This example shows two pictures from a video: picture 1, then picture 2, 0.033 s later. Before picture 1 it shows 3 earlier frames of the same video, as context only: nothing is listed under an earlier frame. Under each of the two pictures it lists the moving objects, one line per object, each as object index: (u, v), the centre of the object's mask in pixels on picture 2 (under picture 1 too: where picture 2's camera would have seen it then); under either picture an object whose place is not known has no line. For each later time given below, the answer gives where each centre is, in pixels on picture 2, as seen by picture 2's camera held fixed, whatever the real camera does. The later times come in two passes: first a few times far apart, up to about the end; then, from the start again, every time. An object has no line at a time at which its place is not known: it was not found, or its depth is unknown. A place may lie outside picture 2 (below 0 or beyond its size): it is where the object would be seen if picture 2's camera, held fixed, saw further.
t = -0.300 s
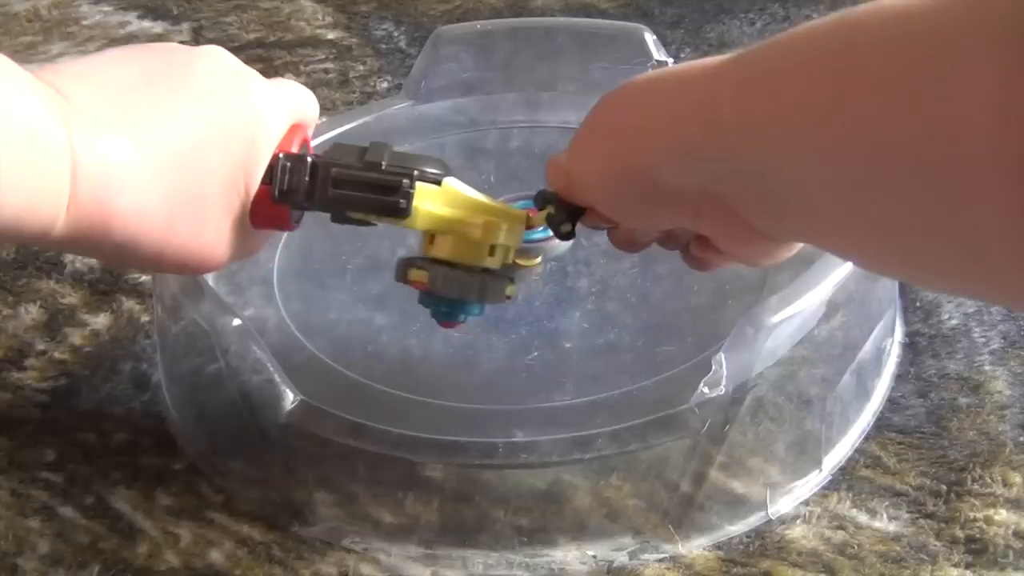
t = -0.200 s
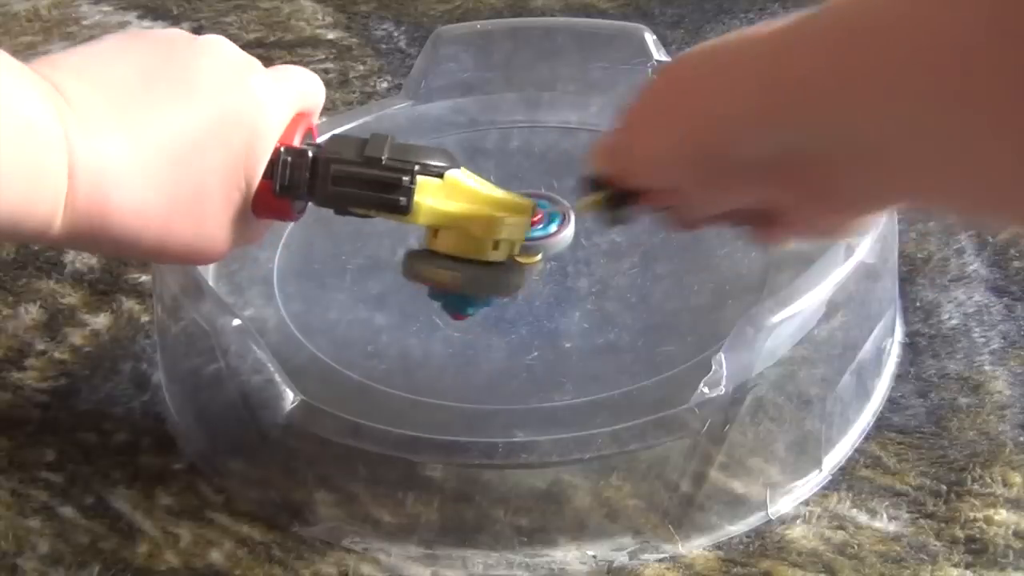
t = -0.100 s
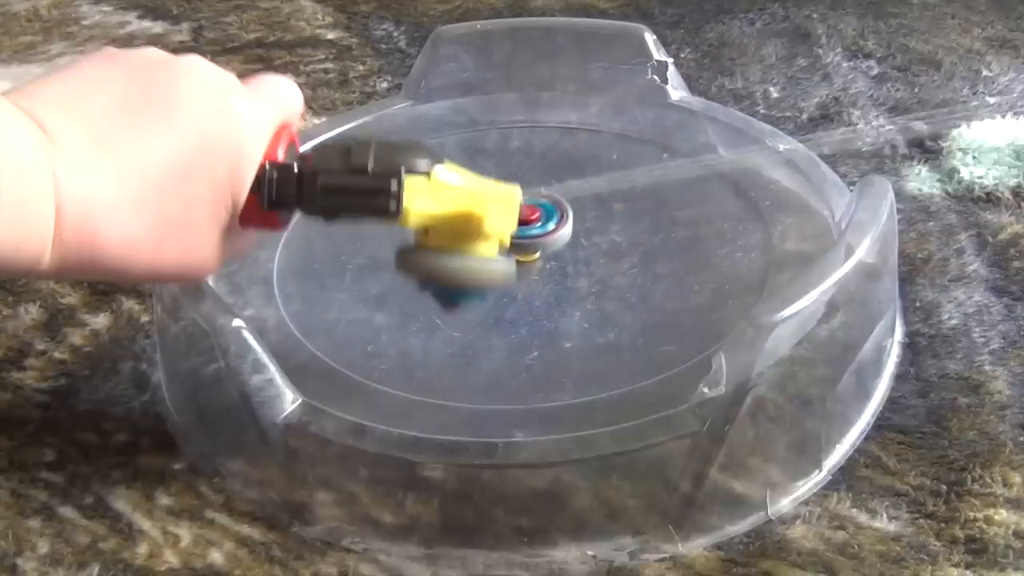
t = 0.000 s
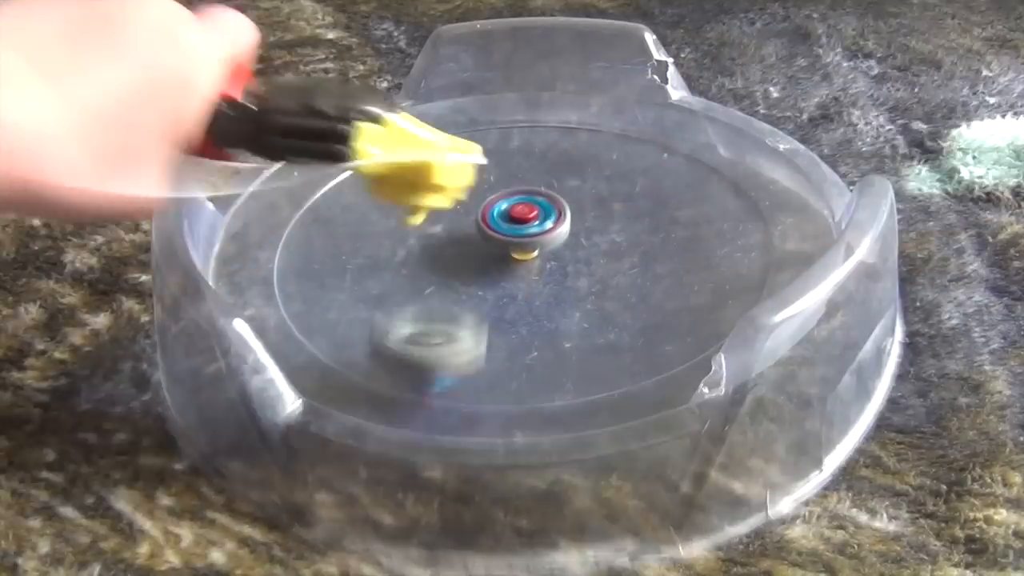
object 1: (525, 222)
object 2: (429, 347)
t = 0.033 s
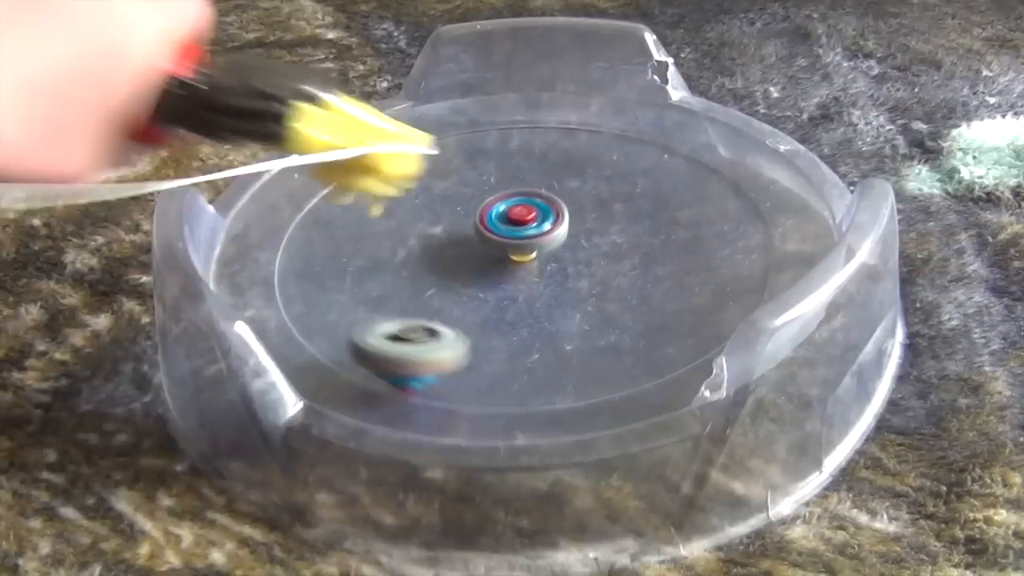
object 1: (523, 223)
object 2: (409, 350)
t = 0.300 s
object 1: (519, 228)
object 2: (303, 289)
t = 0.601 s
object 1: (531, 239)
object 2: (306, 233)
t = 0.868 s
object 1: (549, 241)
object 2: (367, 212)
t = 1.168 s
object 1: (587, 247)
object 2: (471, 199)
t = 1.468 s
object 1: (674, 236)
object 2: (354, 108)
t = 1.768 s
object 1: (639, 211)
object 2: (392, 130)
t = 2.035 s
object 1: (577, 229)
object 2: (502, 179)
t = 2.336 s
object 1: (623, 271)
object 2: (511, 104)
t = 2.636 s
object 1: (621, 262)
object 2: (549, 162)
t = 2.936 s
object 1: (572, 262)
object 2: (641, 207)
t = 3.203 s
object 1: (530, 271)
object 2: (718, 183)
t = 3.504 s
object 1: (506, 278)
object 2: (733, 175)
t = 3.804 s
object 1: (491, 279)
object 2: (742, 203)
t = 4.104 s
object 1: (477, 275)
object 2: (734, 243)
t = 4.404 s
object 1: (472, 268)
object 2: (714, 281)
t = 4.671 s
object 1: (473, 257)
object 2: (676, 309)
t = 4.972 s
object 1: (481, 248)
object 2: (607, 323)
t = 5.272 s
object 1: (494, 233)
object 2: (490, 311)
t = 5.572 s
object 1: (502, 223)
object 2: (398, 320)
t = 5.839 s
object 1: (510, 219)
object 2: (389, 325)
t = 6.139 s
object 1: (525, 217)
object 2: (451, 261)
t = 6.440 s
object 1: (680, 129)
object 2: (266, 262)
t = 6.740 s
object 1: (614, 179)
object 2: (383, 275)
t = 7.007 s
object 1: (655, 195)
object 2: (429, 206)
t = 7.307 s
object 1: (780, 182)
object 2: (259, 184)
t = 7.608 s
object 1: (600, 239)
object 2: (418, 233)
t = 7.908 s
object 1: (730, 262)
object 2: (255, 106)
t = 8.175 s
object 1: (574, 254)
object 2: (214, 119)
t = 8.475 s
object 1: (514, 283)
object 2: (214, 124)
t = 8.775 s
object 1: (489, 301)
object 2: (213, 125)
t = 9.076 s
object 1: (480, 301)
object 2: (215, 126)
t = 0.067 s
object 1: (521, 222)
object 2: (387, 344)
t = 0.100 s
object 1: (519, 223)
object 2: (366, 339)
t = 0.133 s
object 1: (518, 224)
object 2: (353, 330)
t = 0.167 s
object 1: (518, 224)
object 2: (342, 322)
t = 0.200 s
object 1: (518, 226)
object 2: (330, 313)
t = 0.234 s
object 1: (518, 226)
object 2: (319, 305)
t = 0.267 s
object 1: (518, 228)
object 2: (308, 297)
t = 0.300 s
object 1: (519, 228)
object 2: (303, 289)
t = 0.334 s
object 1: (519, 230)
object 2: (301, 282)
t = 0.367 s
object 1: (519, 232)
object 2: (300, 275)
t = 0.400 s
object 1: (521, 232)
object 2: (299, 268)
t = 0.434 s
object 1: (522, 234)
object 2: (300, 261)
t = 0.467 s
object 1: (524, 235)
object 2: (301, 255)
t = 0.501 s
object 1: (525, 236)
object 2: (302, 249)
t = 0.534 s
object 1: (527, 237)
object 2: (303, 243)
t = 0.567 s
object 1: (528, 239)
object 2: (304, 238)
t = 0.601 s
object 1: (531, 239)
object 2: (306, 233)
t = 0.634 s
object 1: (533, 240)
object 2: (310, 229)
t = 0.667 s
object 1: (535, 240)
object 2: (316, 225)
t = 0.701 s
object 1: (538, 241)
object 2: (321, 221)
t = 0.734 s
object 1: (540, 241)
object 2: (328, 218)
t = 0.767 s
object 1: (542, 241)
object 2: (335, 216)
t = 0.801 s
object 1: (545, 241)
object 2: (344, 214)
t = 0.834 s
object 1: (547, 241)
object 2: (354, 213)
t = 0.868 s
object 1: (549, 241)
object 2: (367, 212)
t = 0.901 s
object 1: (551, 241)
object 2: (378, 212)
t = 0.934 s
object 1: (553, 240)
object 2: (390, 212)
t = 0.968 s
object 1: (554, 240)
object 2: (405, 213)
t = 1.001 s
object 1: (556, 239)
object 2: (418, 214)
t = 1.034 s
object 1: (558, 239)
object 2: (434, 214)
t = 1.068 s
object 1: (559, 238)
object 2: (449, 214)
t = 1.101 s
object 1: (560, 238)
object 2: (464, 213)
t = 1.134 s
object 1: (561, 237)
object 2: (476, 211)
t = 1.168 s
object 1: (587, 247)
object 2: (471, 199)
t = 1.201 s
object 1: (611, 253)
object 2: (455, 180)
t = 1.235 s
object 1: (630, 256)
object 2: (438, 163)
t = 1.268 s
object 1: (644, 257)
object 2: (421, 147)
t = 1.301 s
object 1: (655, 255)
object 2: (405, 134)
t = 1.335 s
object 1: (663, 252)
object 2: (390, 123)
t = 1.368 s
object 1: (667, 248)
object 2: (378, 120)
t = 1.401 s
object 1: (671, 244)
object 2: (369, 116)
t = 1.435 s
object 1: (673, 240)
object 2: (361, 112)
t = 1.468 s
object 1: (674, 236)
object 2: (354, 108)
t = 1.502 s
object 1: (674, 232)
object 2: (351, 106)
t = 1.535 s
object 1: (673, 228)
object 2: (350, 108)
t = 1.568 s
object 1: (670, 224)
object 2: (350, 111)
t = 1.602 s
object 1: (667, 221)
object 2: (353, 114)
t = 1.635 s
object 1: (663, 218)
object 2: (358, 117)
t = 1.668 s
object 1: (659, 216)
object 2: (364, 120)
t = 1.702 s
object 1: (653, 214)
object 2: (371, 122)
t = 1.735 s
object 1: (647, 212)
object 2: (381, 126)
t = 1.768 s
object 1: (639, 211)
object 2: (392, 130)
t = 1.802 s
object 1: (630, 211)
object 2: (402, 137)
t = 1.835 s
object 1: (621, 211)
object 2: (416, 144)
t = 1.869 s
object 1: (612, 212)
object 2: (429, 149)
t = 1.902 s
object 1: (602, 214)
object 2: (444, 157)
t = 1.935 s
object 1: (593, 215)
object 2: (460, 164)
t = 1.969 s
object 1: (584, 218)
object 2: (475, 171)
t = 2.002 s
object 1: (575, 220)
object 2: (493, 177)
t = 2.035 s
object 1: (577, 229)
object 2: (502, 179)
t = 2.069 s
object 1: (590, 244)
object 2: (499, 168)
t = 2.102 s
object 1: (599, 256)
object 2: (499, 155)
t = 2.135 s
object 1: (605, 264)
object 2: (499, 145)
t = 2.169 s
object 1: (609, 270)
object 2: (500, 135)
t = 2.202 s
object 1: (612, 272)
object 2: (503, 124)
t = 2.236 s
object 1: (615, 273)
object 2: (506, 115)
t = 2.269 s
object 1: (618, 272)
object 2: (510, 107)
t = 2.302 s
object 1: (620, 271)
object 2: (512, 102)
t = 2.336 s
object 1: (623, 271)
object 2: (511, 104)
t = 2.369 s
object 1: (625, 270)
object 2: (506, 110)
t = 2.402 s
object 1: (626, 269)
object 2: (504, 116)
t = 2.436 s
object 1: (627, 268)
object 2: (506, 121)
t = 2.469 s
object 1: (627, 267)
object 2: (509, 128)
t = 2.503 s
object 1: (627, 266)
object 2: (515, 134)
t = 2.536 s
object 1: (627, 265)
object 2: (522, 141)
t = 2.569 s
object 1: (625, 264)
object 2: (530, 148)
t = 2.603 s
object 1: (623, 263)
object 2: (539, 154)
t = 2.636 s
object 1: (621, 262)
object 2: (549, 162)
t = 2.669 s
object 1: (617, 261)
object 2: (560, 167)
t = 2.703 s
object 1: (612, 261)
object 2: (570, 175)
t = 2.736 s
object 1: (607, 260)
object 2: (581, 181)
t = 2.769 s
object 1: (601, 260)
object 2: (591, 187)
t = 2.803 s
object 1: (595, 260)
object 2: (602, 192)
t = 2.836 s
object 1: (589, 261)
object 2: (612, 196)
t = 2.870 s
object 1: (583, 261)
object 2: (621, 201)
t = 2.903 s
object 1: (577, 262)
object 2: (631, 204)
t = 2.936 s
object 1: (572, 262)
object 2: (641, 207)
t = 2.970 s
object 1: (567, 263)
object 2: (652, 208)
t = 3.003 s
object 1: (561, 264)
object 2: (663, 207)
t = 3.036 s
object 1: (556, 265)
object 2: (675, 204)
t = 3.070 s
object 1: (550, 266)
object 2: (686, 200)
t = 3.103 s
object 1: (545, 268)
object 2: (697, 195)
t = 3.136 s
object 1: (540, 269)
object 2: (706, 191)
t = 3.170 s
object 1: (535, 270)
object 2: (712, 187)
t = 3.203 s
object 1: (530, 271)
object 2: (718, 183)
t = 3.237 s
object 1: (526, 272)
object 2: (723, 180)
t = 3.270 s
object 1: (523, 273)
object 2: (727, 177)
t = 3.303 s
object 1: (520, 274)
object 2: (729, 176)
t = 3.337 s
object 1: (517, 275)
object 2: (730, 174)
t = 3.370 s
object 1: (515, 275)
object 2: (731, 173)
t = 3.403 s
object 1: (513, 276)
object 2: (732, 172)
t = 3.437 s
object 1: (511, 277)
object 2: (733, 173)
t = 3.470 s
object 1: (508, 278)
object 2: (733, 174)
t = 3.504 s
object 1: (506, 278)
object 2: (733, 175)
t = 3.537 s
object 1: (504, 279)
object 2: (734, 176)
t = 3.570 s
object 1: (502, 279)
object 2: (735, 179)
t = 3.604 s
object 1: (500, 279)
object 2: (735, 181)
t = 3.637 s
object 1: (499, 279)
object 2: (737, 185)
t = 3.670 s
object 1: (498, 280)
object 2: (738, 188)
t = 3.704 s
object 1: (496, 280)
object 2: (738, 191)
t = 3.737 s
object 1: (495, 280)
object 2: (740, 195)
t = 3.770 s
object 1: (492, 279)
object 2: (741, 199)
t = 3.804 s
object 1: (491, 279)
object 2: (742, 203)
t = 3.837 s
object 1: (489, 279)
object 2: (742, 207)
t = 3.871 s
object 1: (488, 279)
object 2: (742, 212)
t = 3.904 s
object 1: (486, 278)
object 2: (742, 216)
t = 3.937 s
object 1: (484, 278)
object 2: (741, 221)
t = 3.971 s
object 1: (483, 277)
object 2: (740, 225)
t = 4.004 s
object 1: (481, 277)
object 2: (739, 230)
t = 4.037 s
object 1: (479, 276)
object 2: (737, 234)
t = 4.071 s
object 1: (478, 276)
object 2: (736, 239)
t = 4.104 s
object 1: (477, 275)
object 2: (734, 243)
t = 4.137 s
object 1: (477, 275)
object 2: (732, 247)
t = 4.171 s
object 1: (476, 274)
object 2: (731, 252)
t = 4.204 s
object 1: (475, 273)
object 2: (729, 256)
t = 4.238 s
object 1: (474, 273)
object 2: (727, 260)
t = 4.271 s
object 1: (473, 272)
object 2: (725, 264)
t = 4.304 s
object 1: (473, 271)
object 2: (722, 268)
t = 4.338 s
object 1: (472, 270)
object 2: (720, 273)
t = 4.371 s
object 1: (472, 269)
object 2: (717, 277)
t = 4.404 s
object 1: (472, 268)
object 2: (714, 281)
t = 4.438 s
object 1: (472, 267)
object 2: (711, 285)
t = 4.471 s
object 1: (472, 266)
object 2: (707, 289)
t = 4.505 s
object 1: (472, 265)
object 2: (703, 293)
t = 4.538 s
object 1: (472, 263)
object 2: (699, 296)
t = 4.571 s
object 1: (472, 261)
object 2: (693, 300)
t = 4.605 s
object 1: (472, 260)
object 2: (688, 303)
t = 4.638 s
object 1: (472, 258)
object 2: (682, 306)
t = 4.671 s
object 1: (473, 257)
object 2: (676, 309)
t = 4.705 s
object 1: (473, 256)
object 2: (669, 312)
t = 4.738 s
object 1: (474, 255)
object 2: (662, 315)
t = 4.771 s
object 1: (475, 254)
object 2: (654, 317)
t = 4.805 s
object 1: (476, 253)
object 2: (647, 320)
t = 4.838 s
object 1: (477, 252)
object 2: (639, 322)
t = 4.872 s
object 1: (478, 251)
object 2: (631, 323)
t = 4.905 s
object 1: (479, 250)
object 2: (623, 324)
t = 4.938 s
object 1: (480, 249)
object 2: (615, 324)
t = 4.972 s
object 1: (481, 248)
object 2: (607, 323)
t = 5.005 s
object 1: (483, 246)
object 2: (600, 321)
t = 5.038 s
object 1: (484, 245)
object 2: (592, 320)
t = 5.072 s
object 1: (486, 243)
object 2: (582, 318)
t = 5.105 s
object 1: (487, 241)
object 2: (569, 316)
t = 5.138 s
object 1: (488, 240)
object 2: (555, 314)
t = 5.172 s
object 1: (490, 238)
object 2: (538, 313)
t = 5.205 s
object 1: (491, 236)
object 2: (522, 312)
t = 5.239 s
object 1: (492, 234)
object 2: (505, 311)
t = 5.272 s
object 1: (494, 233)
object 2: (490, 311)
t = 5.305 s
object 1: (495, 231)
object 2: (475, 311)
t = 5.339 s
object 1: (496, 230)
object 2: (461, 311)
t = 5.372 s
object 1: (497, 228)
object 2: (448, 311)
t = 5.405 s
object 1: (498, 227)
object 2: (437, 312)
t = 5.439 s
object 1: (499, 226)
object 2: (427, 313)
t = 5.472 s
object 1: (500, 225)
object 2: (418, 314)
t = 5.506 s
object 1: (500, 224)
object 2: (410, 316)
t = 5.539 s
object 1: (501, 223)
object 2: (404, 317)
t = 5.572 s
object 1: (502, 223)
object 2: (398, 320)
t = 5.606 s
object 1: (503, 222)
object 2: (395, 322)
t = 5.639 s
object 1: (504, 221)
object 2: (391, 324)
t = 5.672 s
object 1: (505, 221)
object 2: (388, 326)
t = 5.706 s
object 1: (506, 220)
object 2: (384, 327)
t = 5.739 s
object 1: (507, 220)
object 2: (381, 328)
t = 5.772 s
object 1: (507, 219)
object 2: (381, 328)
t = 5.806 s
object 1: (508, 219)
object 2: (384, 327)
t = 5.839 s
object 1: (510, 219)
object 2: (389, 325)
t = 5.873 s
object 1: (511, 218)
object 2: (397, 322)
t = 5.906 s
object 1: (513, 218)
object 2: (406, 319)
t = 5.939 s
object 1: (515, 218)
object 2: (418, 315)
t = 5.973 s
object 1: (516, 218)
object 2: (430, 310)
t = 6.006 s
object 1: (518, 217)
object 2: (439, 302)
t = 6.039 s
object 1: (521, 217)
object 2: (446, 293)
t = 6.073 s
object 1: (522, 217)
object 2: (451, 283)
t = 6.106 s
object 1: (524, 217)
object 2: (452, 272)
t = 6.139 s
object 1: (525, 217)
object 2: (451, 261)
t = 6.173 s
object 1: (529, 217)
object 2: (447, 252)
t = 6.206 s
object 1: (578, 197)
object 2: (389, 252)
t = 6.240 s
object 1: (618, 179)
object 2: (340, 251)
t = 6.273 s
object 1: (646, 163)
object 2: (300, 250)
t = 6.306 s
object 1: (670, 146)
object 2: (278, 249)
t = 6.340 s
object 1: (683, 135)
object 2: (267, 255)
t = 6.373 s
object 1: (687, 129)
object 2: (255, 259)
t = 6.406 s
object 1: (685, 127)
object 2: (260, 261)
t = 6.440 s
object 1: (680, 129)
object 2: (266, 262)
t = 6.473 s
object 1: (673, 135)
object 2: (272, 261)
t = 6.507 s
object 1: (666, 139)
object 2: (276, 261)
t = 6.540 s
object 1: (660, 145)
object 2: (281, 261)
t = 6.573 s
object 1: (652, 151)
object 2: (290, 264)
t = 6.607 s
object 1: (645, 156)
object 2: (307, 270)
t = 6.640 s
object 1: (637, 162)
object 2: (326, 271)
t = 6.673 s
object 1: (630, 168)
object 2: (342, 273)
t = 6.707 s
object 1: (622, 174)
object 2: (362, 272)
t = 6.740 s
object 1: (614, 179)
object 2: (383, 275)
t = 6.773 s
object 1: (606, 183)
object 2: (406, 272)
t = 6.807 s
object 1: (600, 188)
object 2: (427, 267)
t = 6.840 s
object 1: (596, 191)
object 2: (447, 259)
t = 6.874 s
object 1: (591, 195)
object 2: (463, 250)
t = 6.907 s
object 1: (589, 198)
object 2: (477, 240)
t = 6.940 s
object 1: (588, 199)
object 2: (488, 230)
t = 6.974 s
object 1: (590, 201)
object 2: (491, 221)
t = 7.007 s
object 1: (655, 195)
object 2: (429, 206)
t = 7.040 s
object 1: (713, 181)
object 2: (381, 192)
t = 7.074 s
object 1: (753, 168)
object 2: (336, 179)
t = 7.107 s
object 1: (794, 159)
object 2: (302, 174)
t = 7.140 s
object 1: (815, 154)
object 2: (280, 176)
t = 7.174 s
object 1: (820, 155)
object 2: (265, 179)
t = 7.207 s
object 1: (818, 159)
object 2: (252, 180)
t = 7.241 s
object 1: (810, 167)
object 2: (247, 181)
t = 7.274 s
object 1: (795, 176)
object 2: (252, 182)
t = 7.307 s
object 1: (780, 182)
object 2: (259, 184)
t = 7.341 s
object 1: (763, 191)
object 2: (269, 186)
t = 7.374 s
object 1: (742, 202)
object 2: (280, 191)
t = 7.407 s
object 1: (724, 209)
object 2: (296, 198)
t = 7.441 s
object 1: (702, 214)
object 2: (312, 207)
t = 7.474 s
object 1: (680, 222)
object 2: (328, 213)
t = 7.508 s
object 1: (658, 227)
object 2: (350, 219)
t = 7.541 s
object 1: (637, 231)
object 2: (368, 226)
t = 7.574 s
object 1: (618, 236)
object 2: (394, 231)
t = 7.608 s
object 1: (600, 239)
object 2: (418, 233)
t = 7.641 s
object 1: (585, 242)
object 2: (443, 233)
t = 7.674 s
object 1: (573, 245)
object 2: (467, 233)
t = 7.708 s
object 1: (642, 263)
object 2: (436, 204)
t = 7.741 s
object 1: (733, 272)
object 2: (384, 157)
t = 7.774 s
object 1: (777, 253)
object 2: (344, 116)
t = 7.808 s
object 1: (770, 228)
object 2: (315, 89)
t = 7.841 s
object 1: (757, 218)
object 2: (291, 80)
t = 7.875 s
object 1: (744, 229)
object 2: (273, 86)
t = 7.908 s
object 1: (730, 262)
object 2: (255, 106)
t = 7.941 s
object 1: (713, 276)
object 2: (240, 139)
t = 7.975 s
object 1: (688, 266)
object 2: (232, 127)
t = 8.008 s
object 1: (666, 265)
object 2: (224, 109)
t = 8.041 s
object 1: (645, 262)
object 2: (217, 103)
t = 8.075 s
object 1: (625, 259)
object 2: (217, 113)
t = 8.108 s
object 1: (606, 256)
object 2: (218, 132)
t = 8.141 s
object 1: (590, 256)
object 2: (215, 126)
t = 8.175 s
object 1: (574, 254)
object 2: (214, 119)
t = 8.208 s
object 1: (561, 255)
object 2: (216, 124)
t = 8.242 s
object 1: (551, 257)
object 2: (217, 126)
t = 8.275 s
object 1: (543, 260)
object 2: (216, 122)
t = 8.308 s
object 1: (536, 264)
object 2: (216, 123)
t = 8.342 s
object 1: (530, 267)
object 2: (216, 124)
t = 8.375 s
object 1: (526, 271)
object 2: (215, 123)
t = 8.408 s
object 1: (522, 276)
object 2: (216, 124)
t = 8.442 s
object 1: (518, 280)
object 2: (215, 124)
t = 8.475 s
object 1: (514, 283)
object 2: (214, 124)
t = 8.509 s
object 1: (510, 286)
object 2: (214, 124)
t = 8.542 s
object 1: (507, 289)
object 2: (215, 124)
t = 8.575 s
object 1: (504, 292)
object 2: (214, 124)
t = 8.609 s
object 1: (501, 295)
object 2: (214, 125)
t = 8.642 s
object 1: (498, 297)
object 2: (214, 125)
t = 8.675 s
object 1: (496, 298)
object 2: (213, 125)
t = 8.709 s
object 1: (493, 299)
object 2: (213, 125)
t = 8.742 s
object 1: (491, 301)
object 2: (213, 125)
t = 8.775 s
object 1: (489, 301)
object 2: (213, 125)
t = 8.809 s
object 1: (486, 302)
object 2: (213, 126)
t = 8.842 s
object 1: (485, 303)
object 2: (213, 126)
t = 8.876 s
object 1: (483, 303)
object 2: (213, 126)
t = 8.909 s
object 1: (482, 303)
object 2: (213, 126)
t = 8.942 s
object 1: (481, 303)
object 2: (213, 126)
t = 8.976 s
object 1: (480, 303)
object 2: (213, 126)
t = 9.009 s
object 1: (480, 303)
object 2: (213, 126)
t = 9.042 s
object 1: (480, 302)
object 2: (214, 126)
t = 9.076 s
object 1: (480, 301)
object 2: (215, 126)
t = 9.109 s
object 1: (478, 300)
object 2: (215, 127)
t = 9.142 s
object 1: (477, 300)
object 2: (215, 126)
